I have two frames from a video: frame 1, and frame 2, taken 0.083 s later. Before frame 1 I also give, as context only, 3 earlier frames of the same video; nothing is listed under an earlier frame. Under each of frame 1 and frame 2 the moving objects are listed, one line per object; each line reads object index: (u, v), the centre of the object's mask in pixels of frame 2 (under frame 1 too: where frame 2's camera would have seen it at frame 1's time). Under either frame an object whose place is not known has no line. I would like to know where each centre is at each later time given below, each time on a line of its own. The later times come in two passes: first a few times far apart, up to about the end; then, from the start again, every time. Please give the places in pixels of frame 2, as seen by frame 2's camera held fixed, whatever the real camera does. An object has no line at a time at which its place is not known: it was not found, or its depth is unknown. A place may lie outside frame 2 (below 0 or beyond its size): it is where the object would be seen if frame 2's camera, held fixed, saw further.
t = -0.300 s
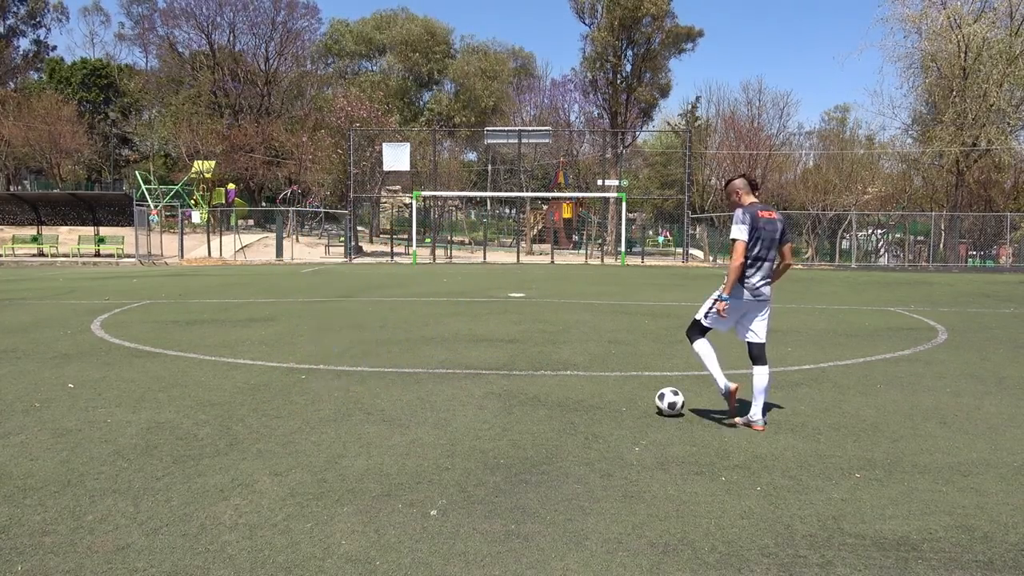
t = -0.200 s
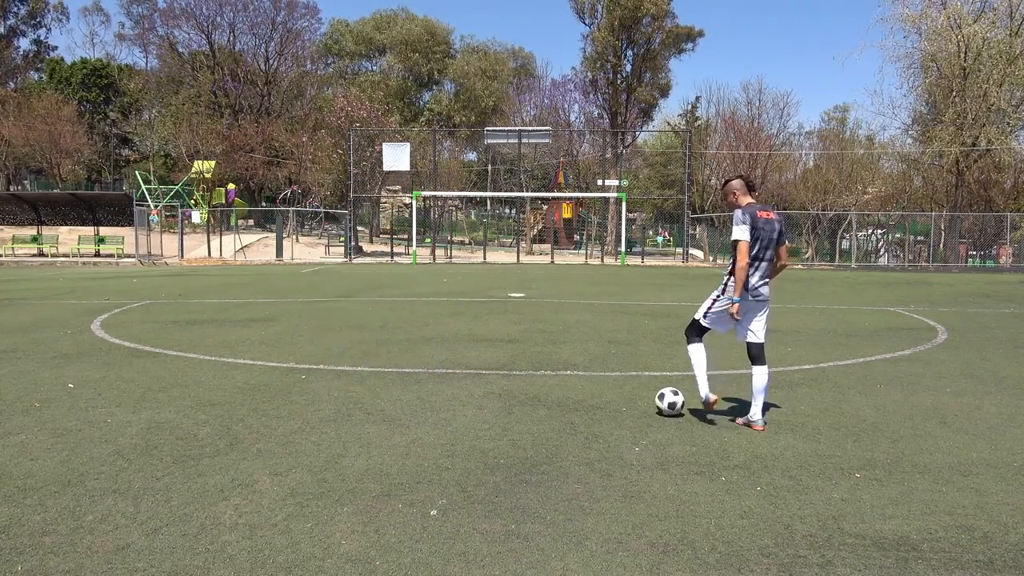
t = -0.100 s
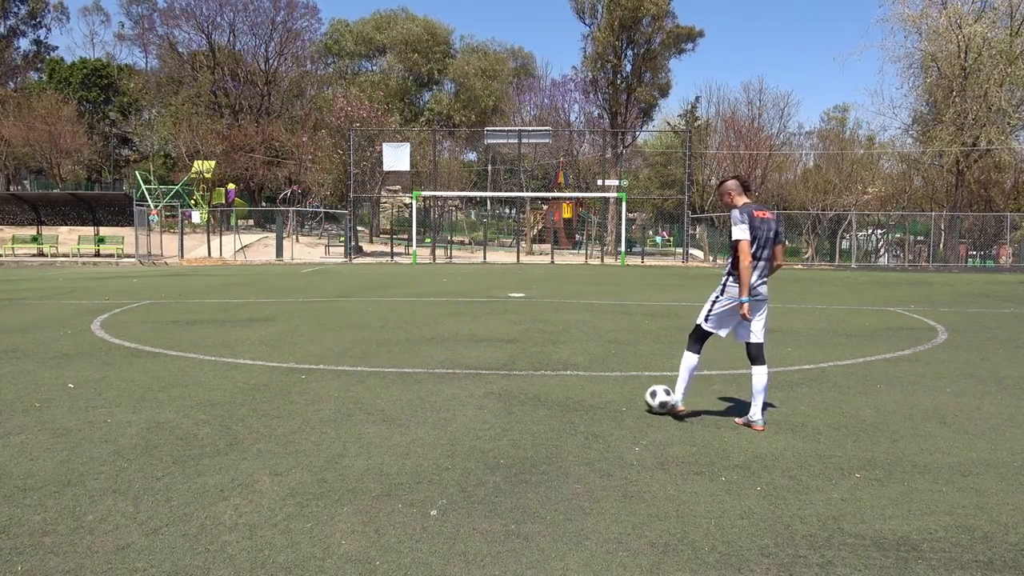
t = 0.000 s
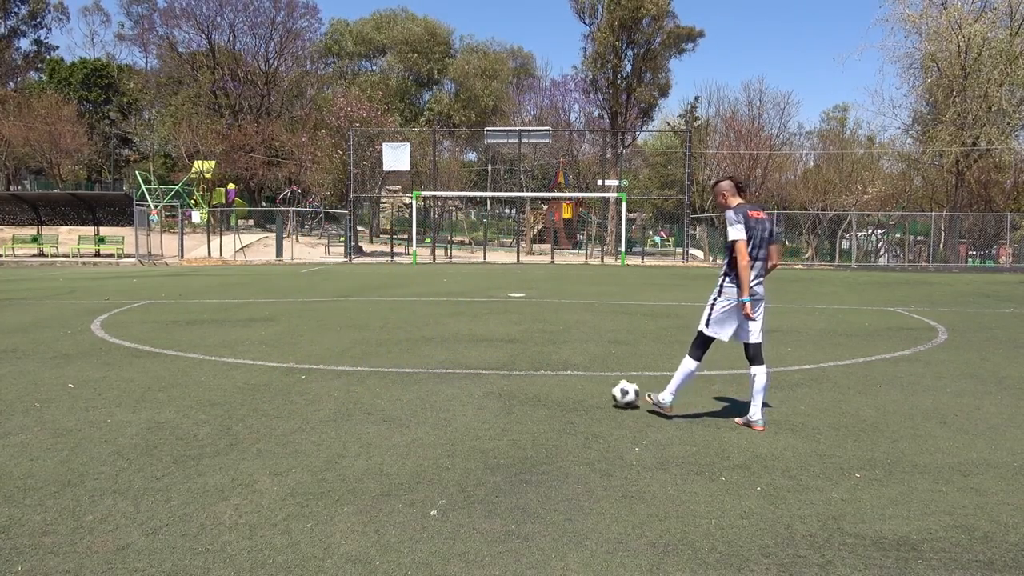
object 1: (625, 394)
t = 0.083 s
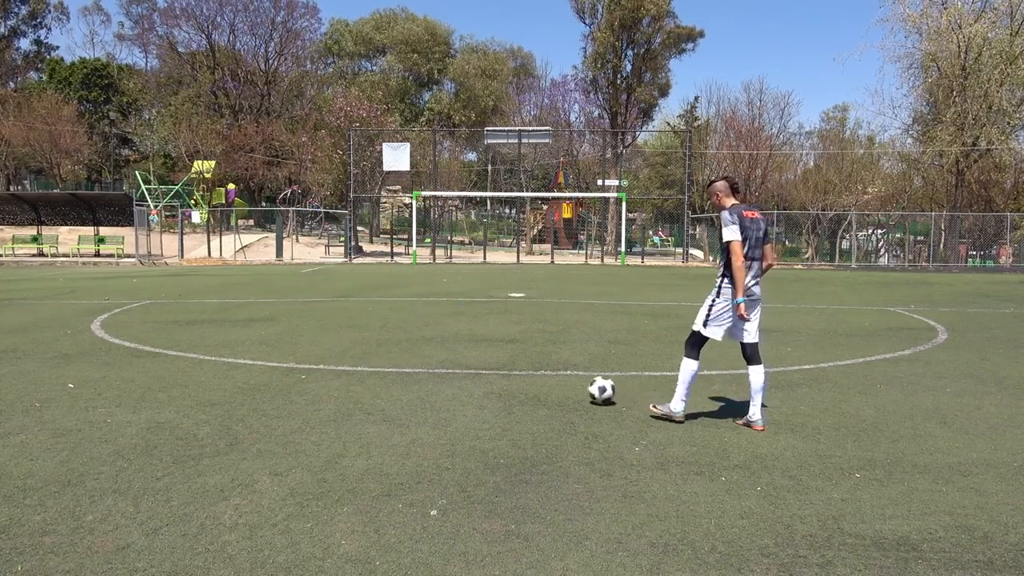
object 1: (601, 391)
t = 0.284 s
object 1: (562, 385)
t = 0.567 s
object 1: (520, 380)
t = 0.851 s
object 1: (484, 374)
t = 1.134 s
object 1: (453, 370)
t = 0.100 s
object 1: (597, 390)
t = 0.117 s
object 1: (593, 390)
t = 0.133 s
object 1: (589, 390)
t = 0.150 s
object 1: (585, 389)
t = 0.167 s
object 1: (583, 388)
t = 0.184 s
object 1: (579, 388)
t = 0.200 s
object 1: (576, 387)
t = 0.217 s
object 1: (573, 387)
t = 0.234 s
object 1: (570, 387)
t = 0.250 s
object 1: (567, 386)
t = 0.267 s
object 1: (565, 385)
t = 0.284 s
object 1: (562, 385)
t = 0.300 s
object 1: (559, 385)
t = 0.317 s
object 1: (556, 385)
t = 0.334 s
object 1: (554, 385)
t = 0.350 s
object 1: (552, 384)
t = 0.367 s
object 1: (549, 383)
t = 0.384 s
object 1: (547, 383)
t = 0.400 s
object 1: (544, 383)
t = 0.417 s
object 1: (542, 382)
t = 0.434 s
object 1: (539, 382)
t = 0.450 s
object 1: (537, 382)
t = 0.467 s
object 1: (534, 381)
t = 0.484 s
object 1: (532, 381)
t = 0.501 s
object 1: (530, 381)
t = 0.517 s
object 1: (527, 381)
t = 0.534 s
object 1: (525, 380)
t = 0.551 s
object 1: (523, 379)
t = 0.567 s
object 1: (520, 380)
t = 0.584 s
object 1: (518, 379)
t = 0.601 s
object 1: (515, 379)
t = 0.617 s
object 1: (513, 379)
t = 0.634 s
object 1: (512, 379)
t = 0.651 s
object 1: (509, 378)
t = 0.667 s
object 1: (507, 378)
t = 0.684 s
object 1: (505, 377)
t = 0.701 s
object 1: (503, 377)
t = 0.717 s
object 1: (500, 376)
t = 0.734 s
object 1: (498, 376)
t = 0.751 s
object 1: (497, 376)
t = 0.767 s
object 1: (494, 376)
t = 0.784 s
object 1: (492, 375)
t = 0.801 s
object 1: (490, 375)
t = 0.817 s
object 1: (488, 375)
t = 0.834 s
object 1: (486, 375)
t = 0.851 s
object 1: (484, 374)
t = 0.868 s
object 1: (482, 374)
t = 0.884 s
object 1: (481, 374)
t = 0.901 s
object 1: (479, 373)
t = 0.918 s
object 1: (477, 373)
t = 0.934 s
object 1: (475, 373)
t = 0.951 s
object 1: (473, 373)
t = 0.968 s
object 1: (471, 372)
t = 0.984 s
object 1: (470, 372)
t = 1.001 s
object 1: (468, 372)
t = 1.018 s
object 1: (466, 372)
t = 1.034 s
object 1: (464, 372)
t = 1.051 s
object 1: (462, 371)
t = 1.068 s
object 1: (460, 371)
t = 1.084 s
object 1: (458, 371)
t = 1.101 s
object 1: (457, 370)
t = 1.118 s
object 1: (455, 370)
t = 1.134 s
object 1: (453, 370)
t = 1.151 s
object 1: (451, 369)
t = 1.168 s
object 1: (450, 369)
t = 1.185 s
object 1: (448, 369)
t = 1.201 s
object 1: (447, 369)
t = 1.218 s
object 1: (445, 369)
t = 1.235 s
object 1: (443, 368)
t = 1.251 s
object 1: (442, 368)
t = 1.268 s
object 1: (440, 368)
